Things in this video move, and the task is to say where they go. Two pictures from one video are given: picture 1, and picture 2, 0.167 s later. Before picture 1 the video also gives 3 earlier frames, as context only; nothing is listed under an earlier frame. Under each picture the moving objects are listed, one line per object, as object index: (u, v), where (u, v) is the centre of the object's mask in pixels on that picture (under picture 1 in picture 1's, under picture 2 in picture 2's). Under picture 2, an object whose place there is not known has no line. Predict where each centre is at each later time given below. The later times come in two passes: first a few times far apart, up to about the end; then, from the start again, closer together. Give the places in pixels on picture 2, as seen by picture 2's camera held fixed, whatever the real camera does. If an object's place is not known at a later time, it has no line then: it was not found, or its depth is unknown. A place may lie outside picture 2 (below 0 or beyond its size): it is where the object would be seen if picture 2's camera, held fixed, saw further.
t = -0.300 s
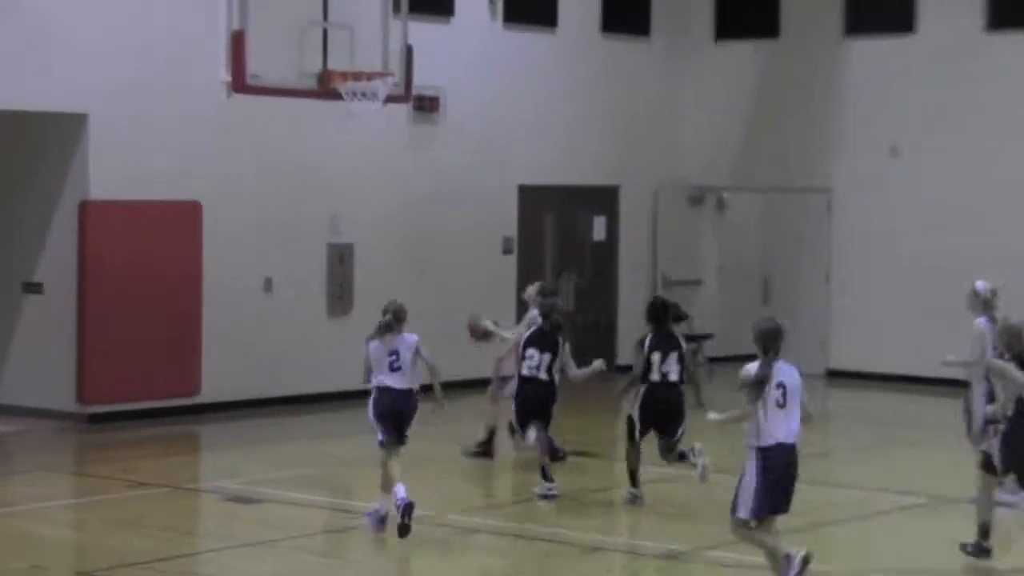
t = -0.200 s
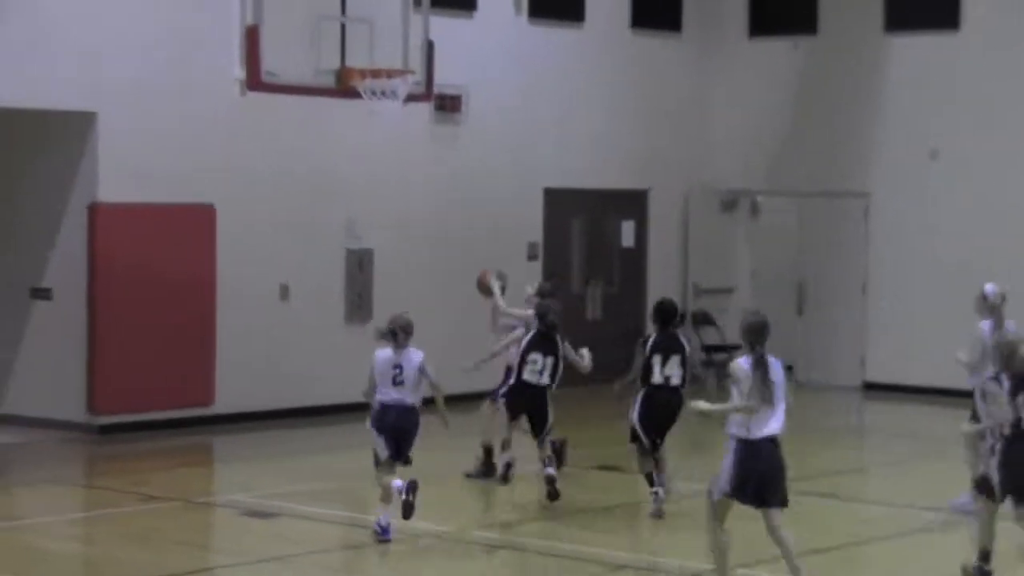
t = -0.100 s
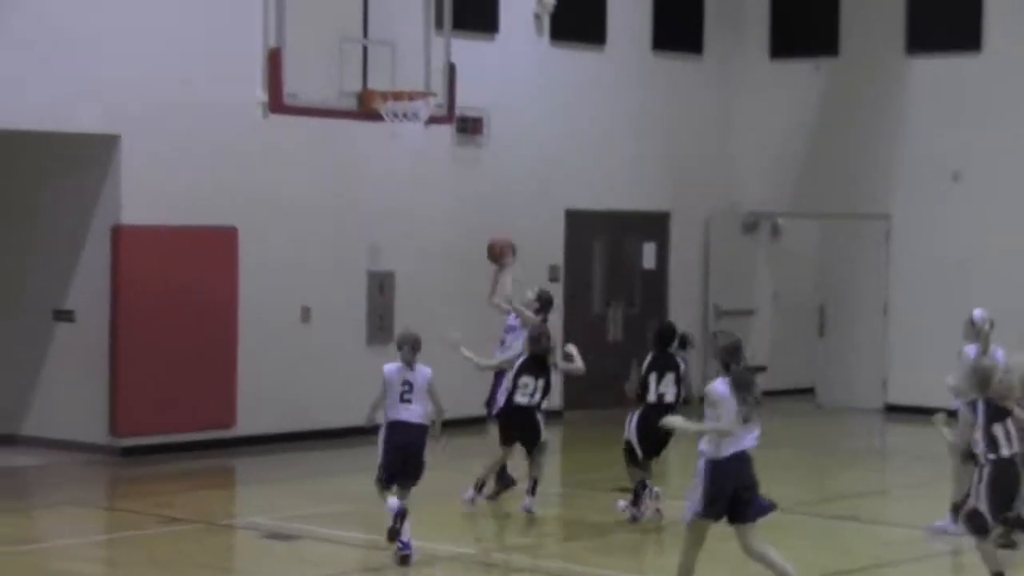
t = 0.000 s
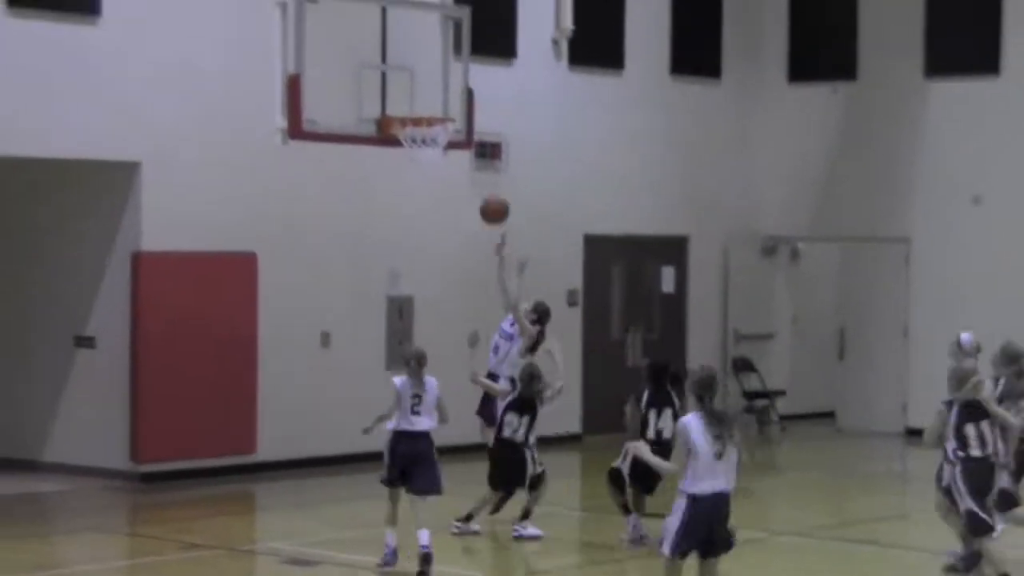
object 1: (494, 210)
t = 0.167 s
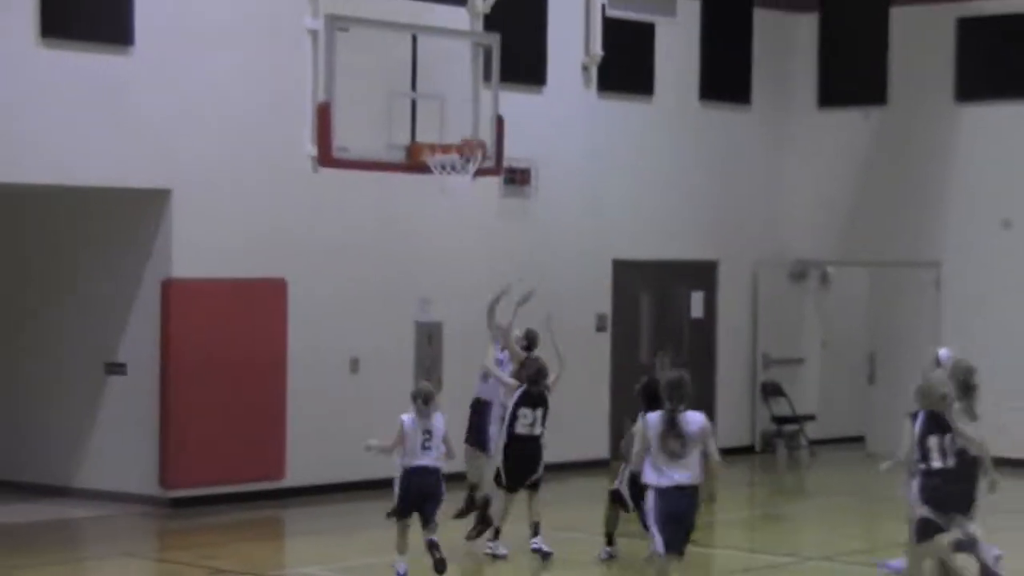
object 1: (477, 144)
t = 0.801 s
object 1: (444, 145)
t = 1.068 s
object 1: (463, 200)
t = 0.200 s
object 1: (463, 135)
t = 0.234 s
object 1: (454, 126)
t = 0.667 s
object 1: (455, 129)
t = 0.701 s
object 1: (452, 130)
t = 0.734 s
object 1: (449, 132)
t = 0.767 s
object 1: (446, 138)
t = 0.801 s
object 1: (444, 145)
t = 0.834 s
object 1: (447, 146)
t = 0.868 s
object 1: (452, 161)
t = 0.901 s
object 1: (454, 162)
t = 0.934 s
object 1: (456, 169)
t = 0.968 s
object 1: (457, 182)
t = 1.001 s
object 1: (461, 185)
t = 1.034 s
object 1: (461, 192)
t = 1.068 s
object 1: (463, 200)
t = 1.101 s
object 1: (464, 211)
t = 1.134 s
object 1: (465, 222)
